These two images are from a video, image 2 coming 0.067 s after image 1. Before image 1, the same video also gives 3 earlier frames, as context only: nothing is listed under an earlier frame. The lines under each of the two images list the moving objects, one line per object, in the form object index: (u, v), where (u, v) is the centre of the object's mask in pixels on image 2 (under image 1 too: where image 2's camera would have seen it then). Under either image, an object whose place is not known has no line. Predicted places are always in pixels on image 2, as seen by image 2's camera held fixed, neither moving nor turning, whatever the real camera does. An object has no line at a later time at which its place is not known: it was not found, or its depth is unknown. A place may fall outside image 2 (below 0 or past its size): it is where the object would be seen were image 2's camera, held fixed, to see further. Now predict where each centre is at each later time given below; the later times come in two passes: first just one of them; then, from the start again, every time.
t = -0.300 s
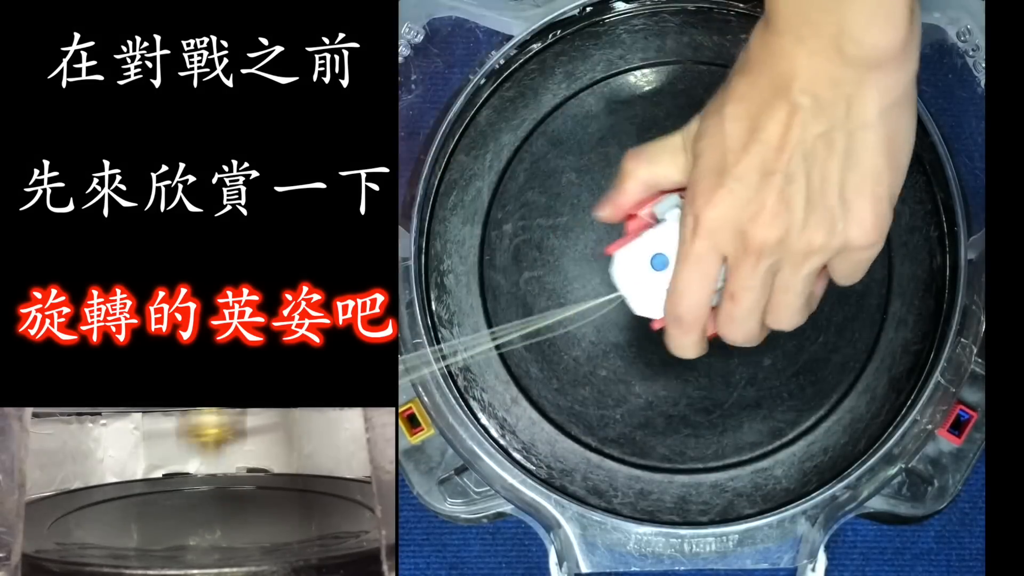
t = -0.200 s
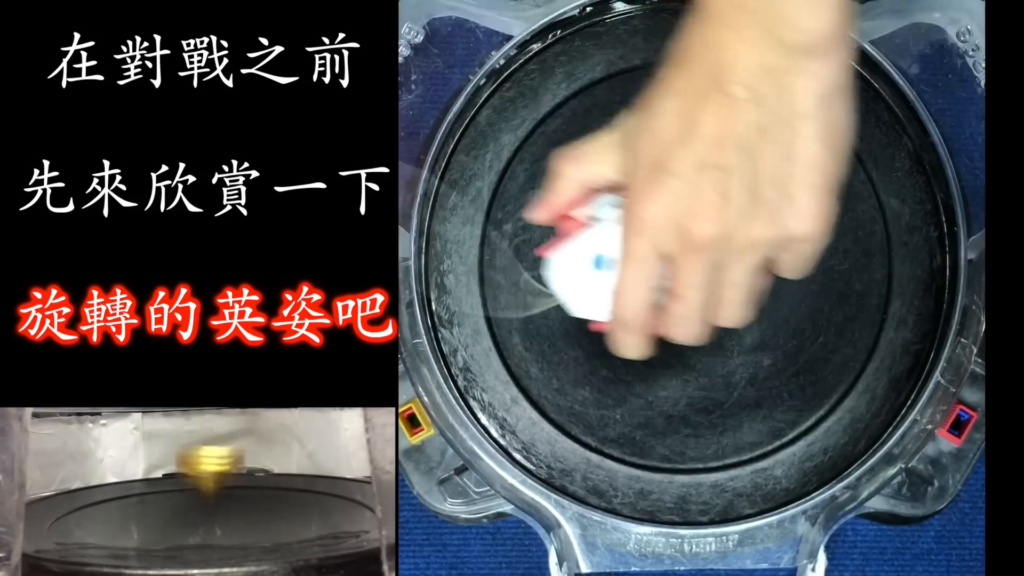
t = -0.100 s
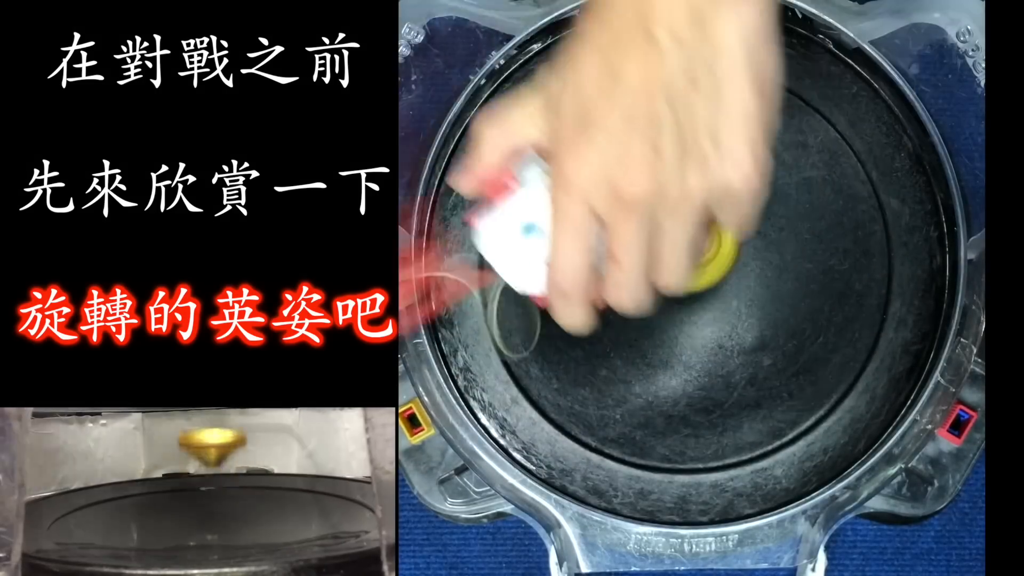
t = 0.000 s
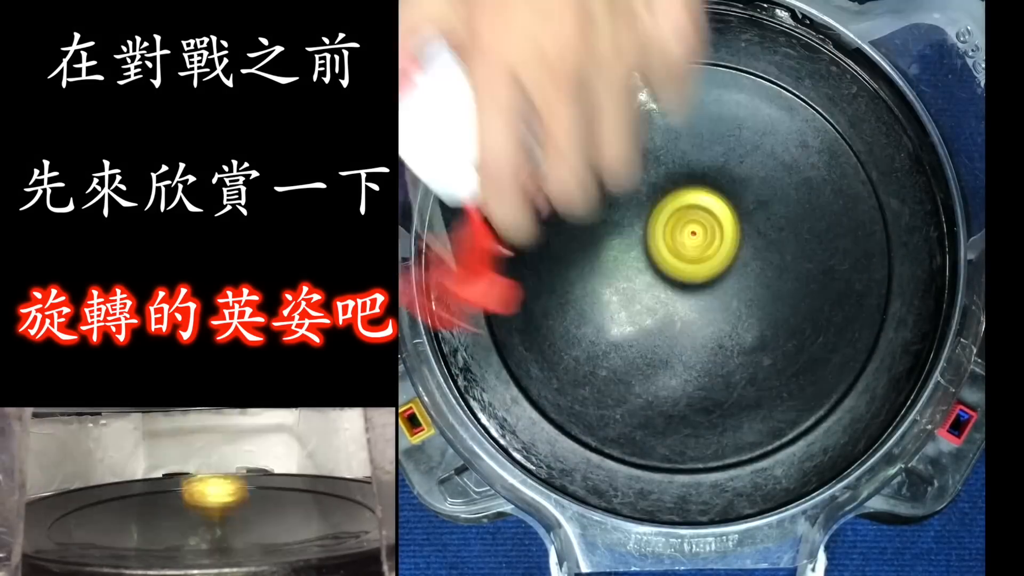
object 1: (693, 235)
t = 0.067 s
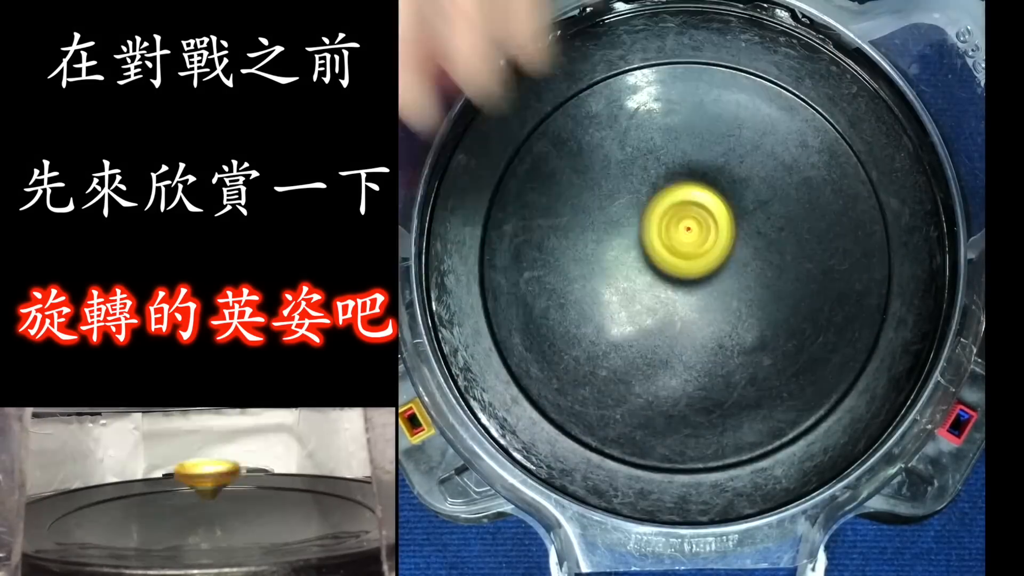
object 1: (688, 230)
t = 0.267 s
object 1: (656, 243)
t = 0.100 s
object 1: (683, 228)
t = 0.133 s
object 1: (679, 228)
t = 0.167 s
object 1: (674, 230)
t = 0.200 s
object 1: (669, 232)
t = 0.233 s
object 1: (662, 237)
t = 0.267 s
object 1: (656, 243)
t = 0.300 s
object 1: (652, 252)
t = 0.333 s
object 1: (651, 265)
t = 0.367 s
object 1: (651, 277)
